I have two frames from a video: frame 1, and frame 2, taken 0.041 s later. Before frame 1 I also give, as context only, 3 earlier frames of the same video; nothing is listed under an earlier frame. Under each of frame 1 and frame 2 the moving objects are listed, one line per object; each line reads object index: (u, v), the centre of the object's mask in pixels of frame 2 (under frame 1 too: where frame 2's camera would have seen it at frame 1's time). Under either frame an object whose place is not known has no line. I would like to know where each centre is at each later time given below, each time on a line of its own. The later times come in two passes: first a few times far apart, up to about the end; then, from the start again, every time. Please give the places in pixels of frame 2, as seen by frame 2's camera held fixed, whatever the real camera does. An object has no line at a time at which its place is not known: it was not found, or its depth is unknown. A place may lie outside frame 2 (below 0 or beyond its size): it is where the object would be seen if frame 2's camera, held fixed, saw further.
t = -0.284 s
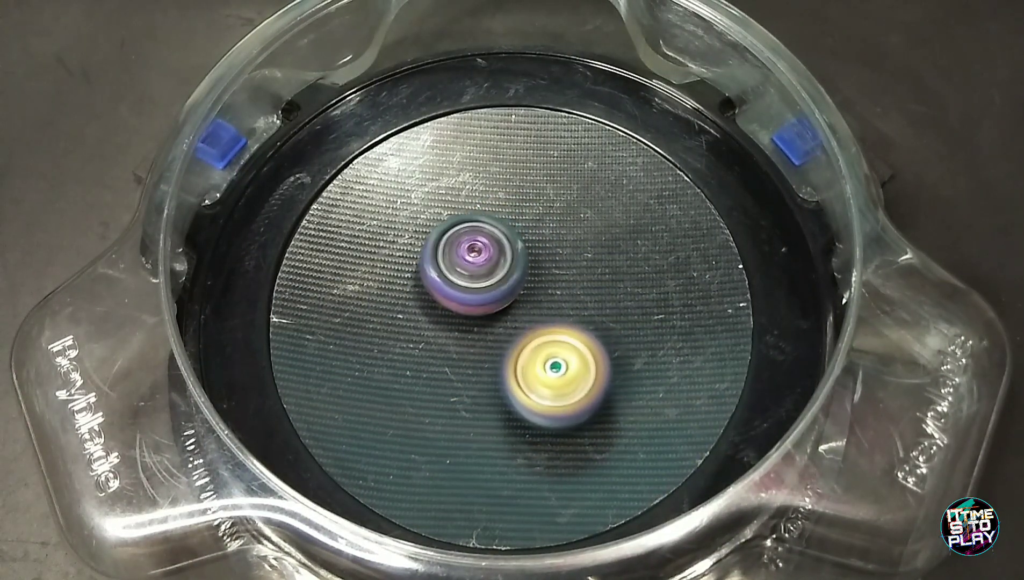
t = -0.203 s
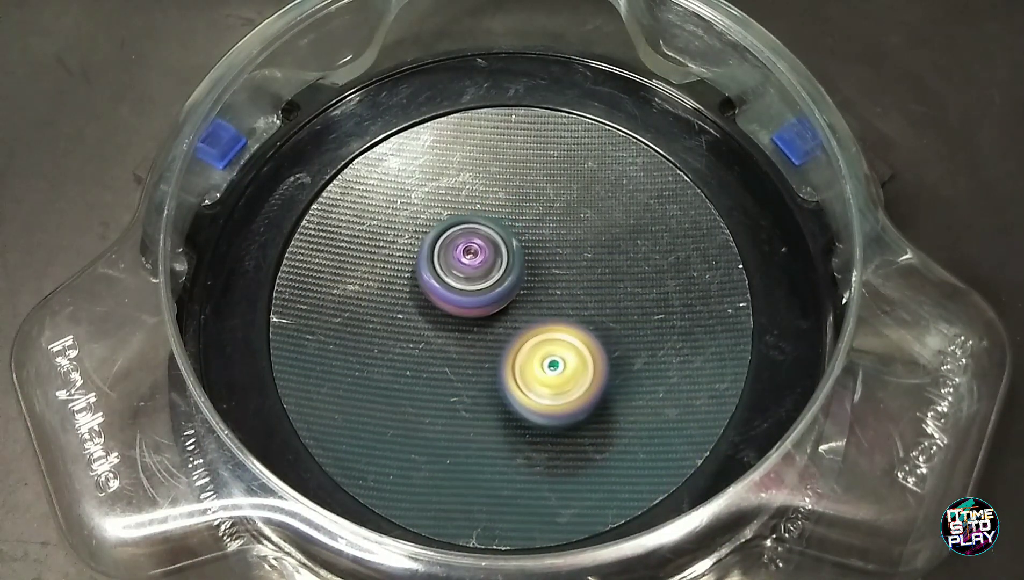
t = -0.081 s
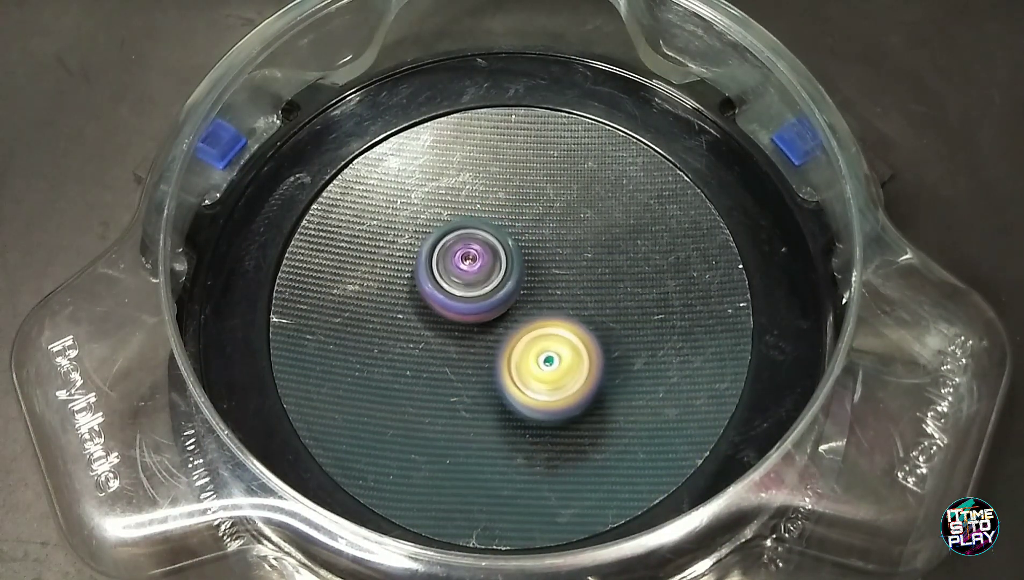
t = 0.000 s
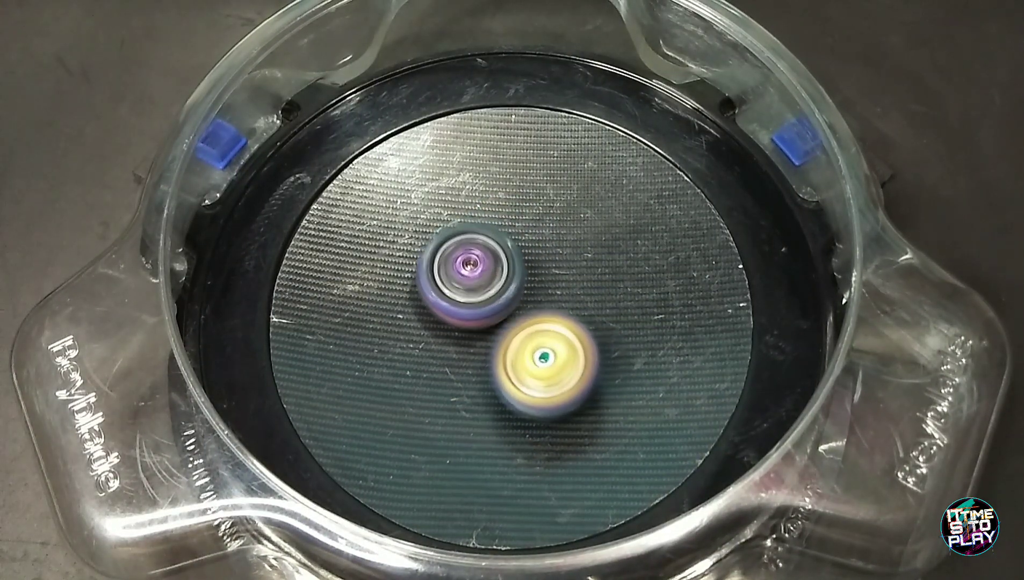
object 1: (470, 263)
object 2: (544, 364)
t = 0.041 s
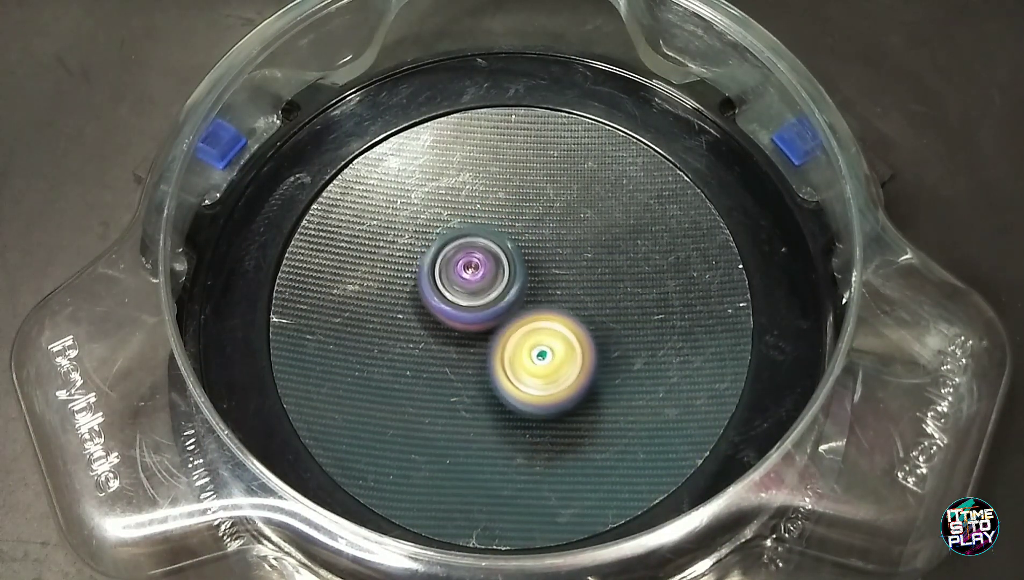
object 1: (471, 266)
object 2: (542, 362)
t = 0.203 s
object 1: (468, 258)
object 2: (545, 373)
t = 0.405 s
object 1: (470, 260)
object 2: (539, 373)
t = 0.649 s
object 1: (474, 249)
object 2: (548, 387)
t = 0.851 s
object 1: (475, 245)
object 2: (548, 387)
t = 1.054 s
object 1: (488, 256)
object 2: (542, 375)
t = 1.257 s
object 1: (486, 253)
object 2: (545, 387)
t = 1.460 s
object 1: (482, 257)
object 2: (536, 381)
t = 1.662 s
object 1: (480, 257)
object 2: (533, 386)
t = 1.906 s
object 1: (479, 261)
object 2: (526, 385)
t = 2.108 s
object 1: (480, 263)
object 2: (517, 380)
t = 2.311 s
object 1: (478, 241)
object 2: (523, 397)
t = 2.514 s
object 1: (483, 235)
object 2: (524, 394)
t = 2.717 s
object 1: (498, 251)
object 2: (520, 378)
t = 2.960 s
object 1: (520, 251)
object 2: (498, 394)
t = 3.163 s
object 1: (525, 277)
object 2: (484, 389)
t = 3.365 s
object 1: (526, 279)
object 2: (471, 399)
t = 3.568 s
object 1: (520, 279)
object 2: (468, 404)
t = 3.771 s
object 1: (517, 264)
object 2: (466, 400)
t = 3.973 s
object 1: (515, 262)
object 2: (468, 384)
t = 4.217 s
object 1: (537, 234)
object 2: (437, 399)
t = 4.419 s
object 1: (540, 230)
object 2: (429, 390)
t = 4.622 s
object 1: (533, 254)
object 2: (430, 379)
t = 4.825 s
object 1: (544, 294)
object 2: (416, 368)
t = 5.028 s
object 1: (559, 299)
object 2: (411, 354)
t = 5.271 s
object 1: (546, 307)
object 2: (411, 336)
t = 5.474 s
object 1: (560, 297)
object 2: (376, 324)
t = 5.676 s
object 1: (580, 272)
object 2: (364, 308)
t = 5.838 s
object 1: (572, 263)
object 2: (381, 302)
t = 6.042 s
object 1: (549, 262)
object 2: (437, 283)
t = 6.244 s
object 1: (585, 267)
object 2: (413, 267)
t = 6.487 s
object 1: (557, 279)
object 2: (423, 263)
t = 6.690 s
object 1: (551, 335)
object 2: (405, 235)
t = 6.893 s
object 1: (553, 366)
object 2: (418, 228)
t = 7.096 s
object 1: (526, 351)
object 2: (442, 233)
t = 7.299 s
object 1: (480, 325)
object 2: (496, 232)
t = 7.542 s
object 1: (480, 322)
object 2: (527, 225)
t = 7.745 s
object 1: (499, 319)
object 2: (538, 220)
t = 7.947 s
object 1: (534, 329)
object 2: (552, 223)
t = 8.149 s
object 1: (555, 337)
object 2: (555, 233)
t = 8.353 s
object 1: (550, 335)
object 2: (570, 248)
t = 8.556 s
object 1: (502, 387)
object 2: (575, 235)
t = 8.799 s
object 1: (472, 379)
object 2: (560, 265)
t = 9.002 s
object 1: (473, 321)
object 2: (572, 311)
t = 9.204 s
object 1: (477, 257)
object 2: (599, 361)
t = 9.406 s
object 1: (505, 224)
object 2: (598, 381)
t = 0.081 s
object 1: (472, 267)
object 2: (541, 362)
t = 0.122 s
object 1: (472, 265)
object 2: (541, 363)
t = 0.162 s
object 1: (470, 260)
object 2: (546, 371)
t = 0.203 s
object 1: (468, 258)
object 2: (545, 373)
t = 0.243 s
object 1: (467, 258)
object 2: (543, 373)
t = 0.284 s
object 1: (468, 258)
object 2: (542, 374)
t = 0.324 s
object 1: (467, 258)
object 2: (541, 373)
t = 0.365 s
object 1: (468, 258)
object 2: (540, 373)
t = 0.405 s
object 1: (470, 260)
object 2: (539, 373)
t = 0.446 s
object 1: (472, 262)
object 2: (538, 372)
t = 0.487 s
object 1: (475, 263)
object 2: (537, 371)
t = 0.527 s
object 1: (478, 266)
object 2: (536, 370)
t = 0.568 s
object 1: (480, 266)
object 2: (537, 371)
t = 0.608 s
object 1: (477, 257)
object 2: (545, 381)
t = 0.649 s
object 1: (474, 249)
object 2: (548, 387)
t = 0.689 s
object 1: (473, 247)
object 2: (548, 387)
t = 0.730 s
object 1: (473, 245)
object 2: (548, 388)
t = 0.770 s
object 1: (474, 245)
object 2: (548, 388)
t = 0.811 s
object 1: (474, 245)
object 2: (548, 387)
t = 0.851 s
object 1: (475, 245)
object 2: (548, 387)
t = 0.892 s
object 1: (477, 246)
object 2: (547, 385)
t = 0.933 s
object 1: (480, 248)
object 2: (546, 383)
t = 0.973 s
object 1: (482, 250)
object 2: (545, 381)
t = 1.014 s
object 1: (486, 255)
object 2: (544, 378)
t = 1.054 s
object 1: (488, 256)
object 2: (542, 375)
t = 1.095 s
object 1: (491, 261)
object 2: (540, 373)
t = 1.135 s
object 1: (490, 260)
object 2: (544, 377)
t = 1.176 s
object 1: (487, 253)
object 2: (550, 386)
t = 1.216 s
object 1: (487, 252)
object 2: (549, 387)
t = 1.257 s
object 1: (486, 253)
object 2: (545, 387)
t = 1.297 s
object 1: (485, 254)
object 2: (544, 387)
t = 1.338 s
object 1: (484, 254)
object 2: (542, 385)
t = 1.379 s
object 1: (482, 252)
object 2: (540, 384)
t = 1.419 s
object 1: (482, 254)
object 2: (538, 382)
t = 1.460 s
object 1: (482, 257)
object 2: (536, 381)
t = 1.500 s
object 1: (483, 258)
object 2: (534, 378)
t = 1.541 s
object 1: (482, 256)
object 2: (536, 383)
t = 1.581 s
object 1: (480, 254)
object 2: (536, 385)
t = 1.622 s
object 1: (481, 256)
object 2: (534, 385)
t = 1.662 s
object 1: (480, 257)
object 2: (533, 386)
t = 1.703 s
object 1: (480, 256)
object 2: (531, 384)
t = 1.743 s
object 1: (479, 257)
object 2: (529, 384)
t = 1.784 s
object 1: (479, 257)
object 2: (527, 383)
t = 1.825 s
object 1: (479, 258)
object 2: (525, 382)
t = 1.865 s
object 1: (480, 265)
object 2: (524, 381)
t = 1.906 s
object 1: (479, 261)
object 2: (526, 385)
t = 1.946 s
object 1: (479, 260)
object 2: (525, 385)
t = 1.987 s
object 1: (479, 261)
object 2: (522, 385)
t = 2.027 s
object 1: (479, 261)
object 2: (519, 382)
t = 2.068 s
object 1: (479, 262)
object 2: (518, 381)
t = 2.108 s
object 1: (480, 263)
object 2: (517, 380)
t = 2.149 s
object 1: (481, 264)
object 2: (517, 380)
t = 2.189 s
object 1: (483, 263)
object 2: (518, 381)
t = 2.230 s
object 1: (481, 254)
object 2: (523, 393)
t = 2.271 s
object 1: (479, 246)
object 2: (525, 397)
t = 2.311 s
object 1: (478, 241)
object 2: (523, 397)
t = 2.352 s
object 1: (479, 238)
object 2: (523, 398)
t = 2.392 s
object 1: (478, 236)
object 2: (524, 397)
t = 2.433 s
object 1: (479, 234)
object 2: (524, 397)
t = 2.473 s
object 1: (481, 234)
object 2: (524, 396)
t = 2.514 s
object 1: (483, 235)
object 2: (524, 394)
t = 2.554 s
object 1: (486, 236)
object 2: (524, 391)
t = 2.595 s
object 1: (489, 239)
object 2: (523, 388)
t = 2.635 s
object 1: (491, 242)
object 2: (523, 385)
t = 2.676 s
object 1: (494, 246)
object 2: (521, 381)
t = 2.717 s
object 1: (498, 251)
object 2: (520, 378)
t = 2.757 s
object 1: (503, 258)
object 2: (517, 374)
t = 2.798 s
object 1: (508, 254)
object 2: (514, 386)
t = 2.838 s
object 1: (513, 246)
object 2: (510, 395)
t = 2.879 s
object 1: (516, 247)
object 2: (506, 395)
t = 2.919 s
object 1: (517, 249)
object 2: (501, 395)
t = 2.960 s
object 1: (520, 251)
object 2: (498, 394)
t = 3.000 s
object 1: (522, 255)
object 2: (495, 392)
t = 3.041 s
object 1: (523, 259)
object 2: (492, 391)
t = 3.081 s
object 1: (524, 265)
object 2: (490, 390)
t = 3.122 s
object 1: (524, 271)
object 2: (487, 389)
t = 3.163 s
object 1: (525, 277)
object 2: (484, 389)
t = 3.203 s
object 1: (526, 276)
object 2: (481, 396)
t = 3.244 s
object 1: (528, 273)
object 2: (479, 400)
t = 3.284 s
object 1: (529, 276)
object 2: (477, 400)
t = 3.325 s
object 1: (527, 277)
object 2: (473, 399)
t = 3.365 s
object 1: (526, 279)
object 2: (471, 399)
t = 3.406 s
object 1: (525, 281)
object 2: (471, 398)
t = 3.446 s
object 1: (522, 282)
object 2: (470, 397)
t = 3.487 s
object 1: (520, 285)
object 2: (471, 396)
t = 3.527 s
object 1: (518, 286)
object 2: (471, 394)
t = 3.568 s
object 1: (520, 279)
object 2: (468, 404)
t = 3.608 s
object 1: (521, 272)
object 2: (467, 408)
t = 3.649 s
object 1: (521, 270)
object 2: (467, 405)
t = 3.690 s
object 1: (518, 267)
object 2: (465, 403)
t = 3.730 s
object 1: (517, 266)
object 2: (465, 403)
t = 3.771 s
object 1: (517, 264)
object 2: (466, 400)
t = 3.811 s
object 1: (516, 263)
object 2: (467, 398)
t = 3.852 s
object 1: (516, 262)
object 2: (467, 395)
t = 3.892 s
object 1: (516, 262)
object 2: (467, 392)
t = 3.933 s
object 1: (516, 262)
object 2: (468, 388)
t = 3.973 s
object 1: (515, 262)
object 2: (468, 384)
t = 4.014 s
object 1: (515, 263)
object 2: (468, 380)
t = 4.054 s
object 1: (515, 265)
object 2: (468, 375)
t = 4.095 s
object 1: (515, 264)
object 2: (466, 373)
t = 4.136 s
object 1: (525, 251)
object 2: (455, 387)
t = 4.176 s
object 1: (534, 240)
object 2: (443, 398)
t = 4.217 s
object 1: (537, 234)
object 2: (437, 399)
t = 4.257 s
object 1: (538, 229)
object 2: (436, 398)
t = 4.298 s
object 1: (539, 229)
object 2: (433, 396)
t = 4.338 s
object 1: (539, 229)
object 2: (431, 393)
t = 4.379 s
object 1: (539, 229)
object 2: (430, 392)
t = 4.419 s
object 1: (540, 230)
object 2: (429, 390)
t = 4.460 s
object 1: (539, 233)
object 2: (428, 388)
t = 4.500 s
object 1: (538, 236)
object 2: (429, 386)
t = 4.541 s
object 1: (537, 240)
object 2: (429, 385)
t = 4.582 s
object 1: (535, 246)
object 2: (429, 382)
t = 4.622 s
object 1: (533, 254)
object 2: (430, 379)
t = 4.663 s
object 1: (529, 264)
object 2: (430, 376)
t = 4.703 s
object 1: (528, 275)
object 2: (431, 372)
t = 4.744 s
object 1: (525, 288)
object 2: (432, 368)
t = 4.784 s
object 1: (533, 294)
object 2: (425, 371)
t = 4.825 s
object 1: (544, 294)
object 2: (416, 368)
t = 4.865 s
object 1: (549, 296)
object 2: (413, 365)
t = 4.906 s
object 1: (553, 297)
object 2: (412, 364)
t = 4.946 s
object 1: (556, 297)
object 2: (413, 359)
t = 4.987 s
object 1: (558, 299)
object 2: (413, 356)
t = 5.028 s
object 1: (559, 299)
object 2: (411, 354)
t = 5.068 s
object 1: (559, 301)
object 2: (412, 351)
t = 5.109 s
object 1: (558, 303)
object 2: (412, 348)
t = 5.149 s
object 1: (557, 304)
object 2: (411, 345)
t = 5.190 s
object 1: (554, 305)
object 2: (411, 342)
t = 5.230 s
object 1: (551, 307)
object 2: (412, 340)
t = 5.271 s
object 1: (546, 307)
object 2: (411, 336)
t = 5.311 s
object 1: (542, 307)
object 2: (412, 334)
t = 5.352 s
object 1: (538, 306)
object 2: (412, 333)
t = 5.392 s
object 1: (531, 305)
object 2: (413, 328)
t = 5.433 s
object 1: (536, 302)
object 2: (402, 328)
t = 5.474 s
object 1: (560, 297)
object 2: (376, 324)
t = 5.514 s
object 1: (572, 291)
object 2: (364, 317)
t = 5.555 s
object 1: (577, 284)
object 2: (359, 313)
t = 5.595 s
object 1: (580, 279)
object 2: (359, 312)
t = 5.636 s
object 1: (580, 276)
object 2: (362, 311)
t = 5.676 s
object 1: (580, 272)
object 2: (364, 308)
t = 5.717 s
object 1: (578, 267)
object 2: (368, 306)
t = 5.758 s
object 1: (576, 264)
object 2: (373, 304)
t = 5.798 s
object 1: (574, 263)
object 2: (376, 302)
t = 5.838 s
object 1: (572, 263)
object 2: (381, 302)
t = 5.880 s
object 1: (569, 262)
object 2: (389, 299)
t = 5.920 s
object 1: (565, 262)
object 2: (400, 296)
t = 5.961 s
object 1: (559, 261)
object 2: (411, 293)
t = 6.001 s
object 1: (554, 262)
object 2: (425, 287)
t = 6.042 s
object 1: (549, 262)
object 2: (437, 283)
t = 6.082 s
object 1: (562, 262)
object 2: (425, 277)
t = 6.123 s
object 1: (580, 263)
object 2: (414, 274)
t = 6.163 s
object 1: (587, 266)
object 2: (411, 271)
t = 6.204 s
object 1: (586, 268)
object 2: (413, 269)
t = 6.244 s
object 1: (585, 267)
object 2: (413, 267)
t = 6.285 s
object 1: (584, 267)
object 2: (416, 266)
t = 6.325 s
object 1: (583, 267)
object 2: (417, 264)
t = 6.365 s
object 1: (579, 269)
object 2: (419, 263)
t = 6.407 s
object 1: (574, 271)
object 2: (419, 262)
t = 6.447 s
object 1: (566, 275)
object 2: (421, 262)
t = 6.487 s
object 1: (557, 279)
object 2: (423, 263)
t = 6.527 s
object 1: (545, 285)
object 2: (427, 263)
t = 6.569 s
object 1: (536, 291)
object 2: (430, 262)
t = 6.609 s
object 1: (543, 309)
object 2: (414, 249)
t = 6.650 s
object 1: (550, 323)
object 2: (404, 240)
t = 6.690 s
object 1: (551, 335)
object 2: (405, 235)
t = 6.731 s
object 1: (553, 347)
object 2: (406, 234)
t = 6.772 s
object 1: (554, 354)
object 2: (410, 233)
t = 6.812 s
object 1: (553, 360)
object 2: (413, 233)
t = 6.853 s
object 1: (553, 364)
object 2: (418, 230)
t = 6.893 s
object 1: (553, 366)
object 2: (418, 228)
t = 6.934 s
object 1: (551, 366)
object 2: (420, 229)
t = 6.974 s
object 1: (548, 365)
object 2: (422, 228)
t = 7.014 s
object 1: (543, 362)
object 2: (426, 230)
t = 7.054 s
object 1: (535, 356)
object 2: (433, 230)
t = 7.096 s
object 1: (526, 351)
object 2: (442, 233)
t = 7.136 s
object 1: (517, 343)
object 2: (452, 234)
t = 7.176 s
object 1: (506, 336)
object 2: (464, 236)
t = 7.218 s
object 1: (496, 330)
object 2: (476, 237)
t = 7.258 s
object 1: (487, 327)
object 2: (486, 237)
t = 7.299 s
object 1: (480, 325)
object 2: (496, 232)
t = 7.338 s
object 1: (479, 323)
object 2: (504, 231)
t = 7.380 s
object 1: (476, 324)
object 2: (511, 230)
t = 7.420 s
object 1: (474, 325)
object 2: (517, 227)
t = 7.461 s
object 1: (474, 323)
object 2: (522, 226)
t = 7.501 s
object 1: (477, 322)
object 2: (523, 225)
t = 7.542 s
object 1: (480, 322)
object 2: (527, 225)
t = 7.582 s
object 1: (482, 319)
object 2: (531, 224)
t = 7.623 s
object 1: (486, 318)
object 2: (530, 224)
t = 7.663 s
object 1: (491, 315)
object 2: (531, 226)
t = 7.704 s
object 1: (496, 312)
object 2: (534, 226)
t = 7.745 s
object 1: (499, 319)
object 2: (538, 220)
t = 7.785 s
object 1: (506, 323)
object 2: (536, 216)
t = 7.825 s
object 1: (513, 328)
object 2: (538, 219)
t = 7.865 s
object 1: (517, 331)
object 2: (546, 221)
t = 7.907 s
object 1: (526, 329)
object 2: (551, 222)
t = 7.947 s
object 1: (534, 329)
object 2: (552, 223)
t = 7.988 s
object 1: (538, 327)
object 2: (550, 227)
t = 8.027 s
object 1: (542, 323)
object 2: (551, 230)
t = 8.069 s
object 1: (545, 332)
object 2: (556, 226)
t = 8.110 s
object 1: (549, 334)
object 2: (555, 227)
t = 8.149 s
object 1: (555, 337)
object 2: (555, 233)
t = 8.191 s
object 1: (557, 341)
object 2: (562, 238)
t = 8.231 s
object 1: (554, 342)
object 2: (567, 241)
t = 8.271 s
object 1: (551, 339)
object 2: (567, 246)
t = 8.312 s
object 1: (550, 335)
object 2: (568, 247)
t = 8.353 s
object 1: (550, 335)
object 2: (570, 248)
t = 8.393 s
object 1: (541, 348)
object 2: (574, 242)
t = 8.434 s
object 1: (529, 361)
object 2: (573, 232)
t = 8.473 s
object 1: (519, 371)
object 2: (571, 233)
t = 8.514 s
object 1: (511, 380)
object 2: (571, 235)
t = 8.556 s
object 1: (502, 387)
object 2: (575, 235)
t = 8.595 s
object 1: (492, 390)
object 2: (575, 234)
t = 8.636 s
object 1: (485, 395)
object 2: (571, 235)
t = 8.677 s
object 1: (480, 395)
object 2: (564, 240)
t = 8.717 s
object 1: (475, 389)
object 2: (561, 248)
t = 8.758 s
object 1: (474, 385)
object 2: (560, 258)
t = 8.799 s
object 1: (472, 379)
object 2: (560, 265)
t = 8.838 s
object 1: (469, 369)
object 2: (559, 273)
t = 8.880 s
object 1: (468, 356)
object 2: (560, 282)
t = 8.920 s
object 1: (471, 347)
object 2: (563, 292)
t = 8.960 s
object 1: (472, 334)
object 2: (566, 304)
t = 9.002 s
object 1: (473, 321)
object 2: (572, 311)
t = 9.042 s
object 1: (472, 303)
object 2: (580, 321)
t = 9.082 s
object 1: (472, 289)
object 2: (586, 334)
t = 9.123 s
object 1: (473, 276)
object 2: (591, 344)
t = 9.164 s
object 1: (475, 266)
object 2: (595, 353)
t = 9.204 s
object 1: (477, 257)
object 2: (599, 361)
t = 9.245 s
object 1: (482, 248)
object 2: (599, 368)
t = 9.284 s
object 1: (489, 237)
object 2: (599, 375)
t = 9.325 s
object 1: (495, 230)
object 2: (600, 379)
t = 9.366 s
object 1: (499, 226)
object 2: (599, 381)
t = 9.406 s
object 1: (505, 224)
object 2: (598, 381)
